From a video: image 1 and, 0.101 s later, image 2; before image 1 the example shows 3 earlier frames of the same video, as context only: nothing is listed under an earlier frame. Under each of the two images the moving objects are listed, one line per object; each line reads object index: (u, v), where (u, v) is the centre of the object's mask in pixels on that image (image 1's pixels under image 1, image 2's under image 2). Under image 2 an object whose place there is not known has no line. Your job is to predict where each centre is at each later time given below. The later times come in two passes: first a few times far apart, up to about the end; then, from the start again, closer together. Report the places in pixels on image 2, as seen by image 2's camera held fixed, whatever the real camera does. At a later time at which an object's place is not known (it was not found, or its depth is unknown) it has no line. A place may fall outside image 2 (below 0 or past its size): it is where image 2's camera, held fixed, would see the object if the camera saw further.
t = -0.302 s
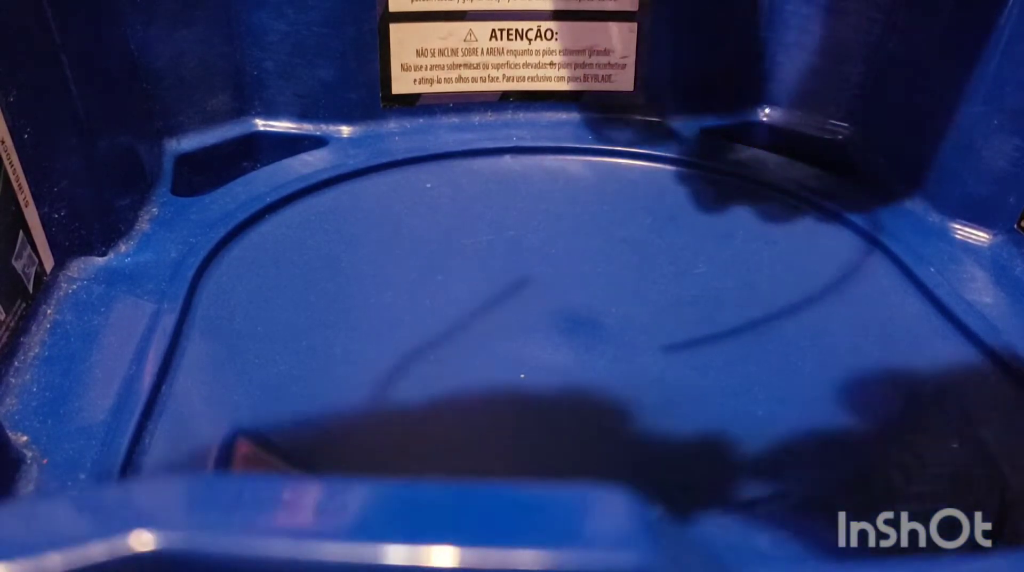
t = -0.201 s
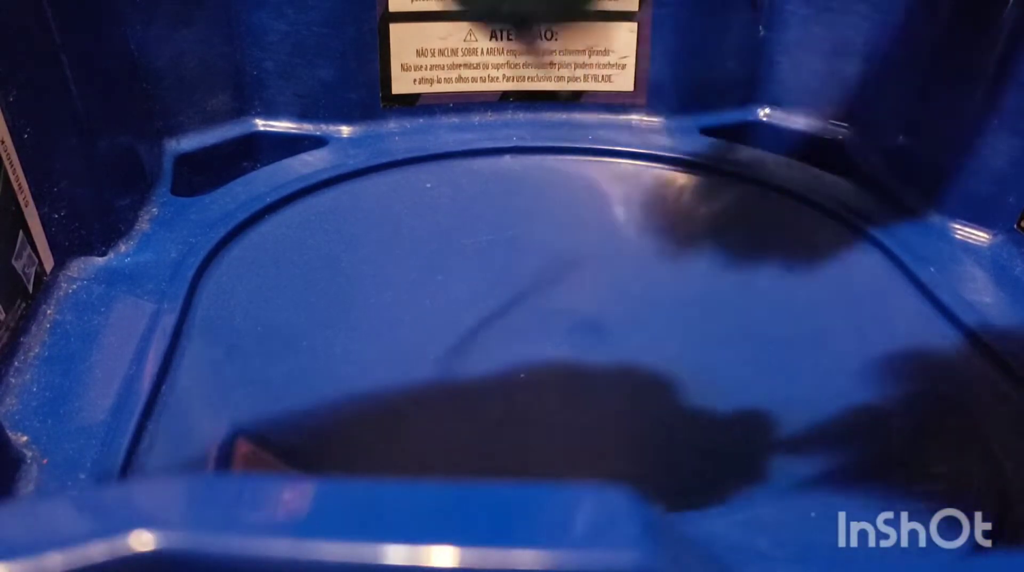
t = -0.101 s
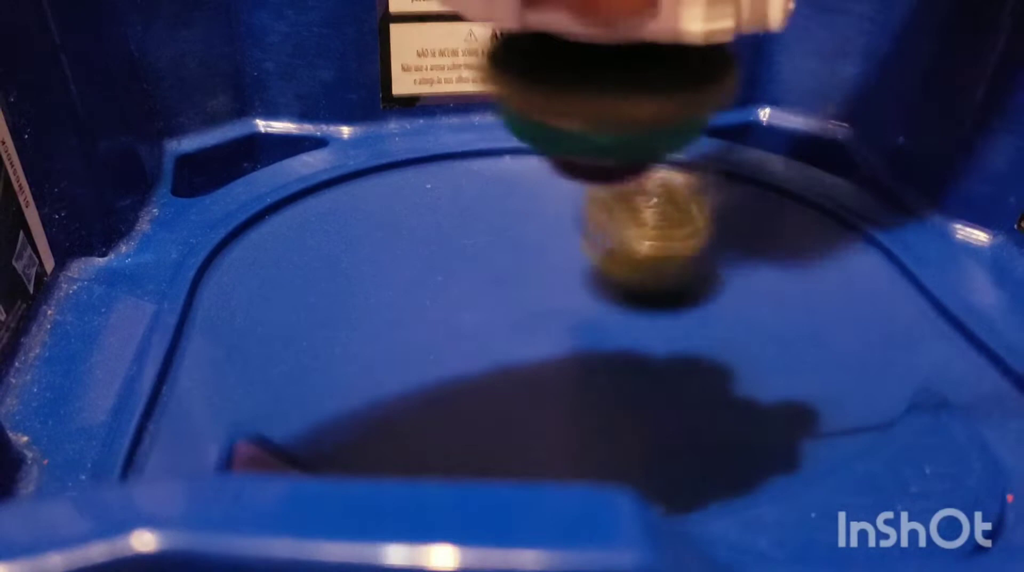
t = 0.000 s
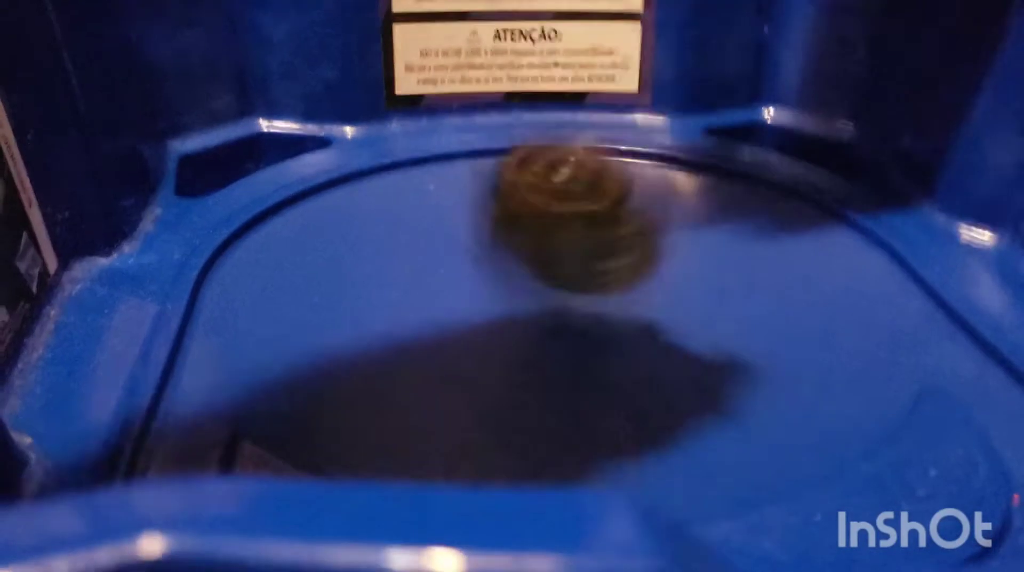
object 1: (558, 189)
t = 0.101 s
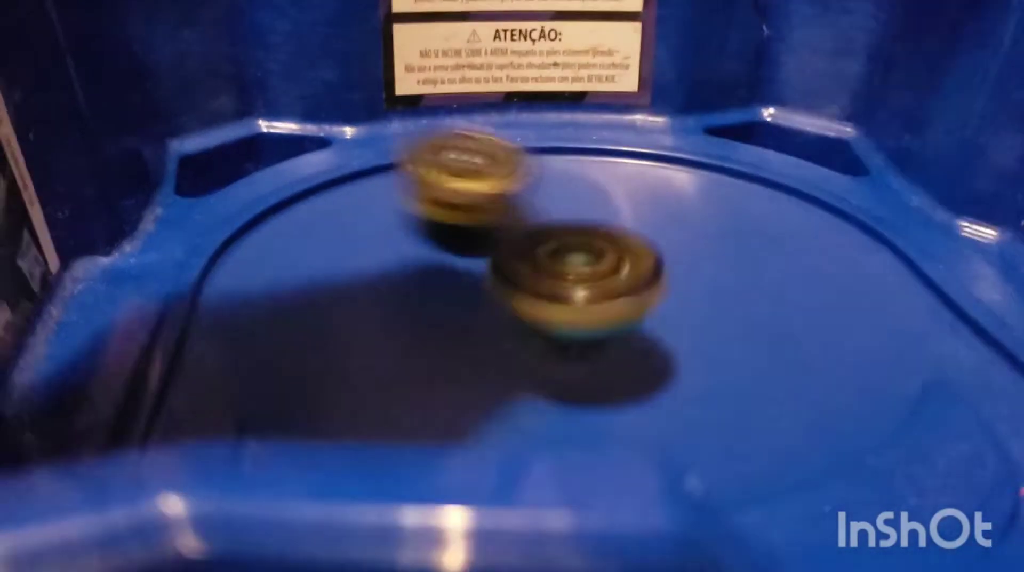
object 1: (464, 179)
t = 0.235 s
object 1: (289, 209)
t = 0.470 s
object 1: (759, 390)
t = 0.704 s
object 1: (786, 100)
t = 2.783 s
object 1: (790, 124)
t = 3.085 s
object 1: (824, 129)
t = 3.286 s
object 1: (796, 123)
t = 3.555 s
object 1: (775, 114)
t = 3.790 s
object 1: (818, 126)
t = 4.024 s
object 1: (795, 129)
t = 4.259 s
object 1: (771, 124)
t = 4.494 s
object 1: (780, 126)
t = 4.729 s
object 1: (780, 126)
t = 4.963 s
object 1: (780, 126)
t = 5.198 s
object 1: (780, 126)
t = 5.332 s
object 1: (781, 127)
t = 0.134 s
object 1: (420, 171)
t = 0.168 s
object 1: (371, 173)
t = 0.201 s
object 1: (323, 184)
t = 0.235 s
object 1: (289, 209)
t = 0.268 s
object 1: (270, 247)
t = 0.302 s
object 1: (285, 292)
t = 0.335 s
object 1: (329, 345)
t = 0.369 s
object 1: (410, 378)
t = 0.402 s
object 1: (526, 399)
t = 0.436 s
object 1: (653, 401)
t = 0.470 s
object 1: (759, 390)
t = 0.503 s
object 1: (849, 354)
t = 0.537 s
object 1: (910, 299)
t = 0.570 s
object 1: (931, 246)
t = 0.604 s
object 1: (896, 183)
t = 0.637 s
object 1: (851, 148)
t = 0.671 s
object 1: (815, 126)
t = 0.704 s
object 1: (786, 100)
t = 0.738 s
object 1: (775, 104)
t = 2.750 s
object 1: (796, 127)
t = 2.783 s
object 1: (790, 124)
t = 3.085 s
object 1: (824, 129)
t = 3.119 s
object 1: (821, 131)
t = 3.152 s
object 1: (820, 130)
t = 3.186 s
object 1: (812, 127)
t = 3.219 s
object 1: (801, 125)
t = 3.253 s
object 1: (795, 124)
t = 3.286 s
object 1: (796, 123)
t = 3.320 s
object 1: (796, 120)
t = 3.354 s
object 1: (794, 124)
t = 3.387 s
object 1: (796, 124)
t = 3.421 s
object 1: (800, 128)
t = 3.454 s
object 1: (808, 126)
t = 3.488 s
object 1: (800, 121)
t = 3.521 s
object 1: (778, 125)
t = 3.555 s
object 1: (775, 114)
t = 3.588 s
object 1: (781, 109)
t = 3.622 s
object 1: (780, 123)
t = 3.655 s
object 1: (782, 117)
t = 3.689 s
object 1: (786, 117)
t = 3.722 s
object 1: (798, 124)
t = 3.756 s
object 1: (810, 121)
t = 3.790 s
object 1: (818, 126)
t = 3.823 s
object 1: (817, 128)
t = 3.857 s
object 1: (804, 129)
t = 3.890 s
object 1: (801, 129)
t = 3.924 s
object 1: (796, 128)
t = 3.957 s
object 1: (796, 127)
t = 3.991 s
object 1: (793, 128)
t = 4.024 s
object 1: (795, 129)
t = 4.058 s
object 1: (796, 128)
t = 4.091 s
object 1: (802, 132)
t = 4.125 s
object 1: (806, 134)
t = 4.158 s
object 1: (798, 132)
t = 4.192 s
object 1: (785, 127)
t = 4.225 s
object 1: (776, 125)
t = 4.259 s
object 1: (771, 124)
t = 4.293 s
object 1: (775, 125)
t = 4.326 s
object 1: (779, 126)
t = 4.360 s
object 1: (780, 126)
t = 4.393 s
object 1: (780, 126)
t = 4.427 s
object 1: (780, 126)
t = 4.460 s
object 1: (780, 126)
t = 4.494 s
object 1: (780, 126)
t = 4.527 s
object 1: (780, 126)
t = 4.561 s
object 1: (780, 126)
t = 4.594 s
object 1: (780, 126)
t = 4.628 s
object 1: (780, 126)
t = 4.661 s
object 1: (780, 126)
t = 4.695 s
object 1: (780, 126)
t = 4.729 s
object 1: (780, 126)
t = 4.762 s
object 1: (780, 126)
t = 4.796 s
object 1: (780, 126)
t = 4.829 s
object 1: (780, 126)
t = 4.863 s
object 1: (780, 126)
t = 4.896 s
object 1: (780, 126)
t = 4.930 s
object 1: (780, 126)
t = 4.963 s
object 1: (780, 126)
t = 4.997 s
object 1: (780, 126)
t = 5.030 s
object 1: (780, 126)
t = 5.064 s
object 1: (780, 126)
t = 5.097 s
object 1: (780, 126)
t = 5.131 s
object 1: (780, 126)
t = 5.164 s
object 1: (780, 126)
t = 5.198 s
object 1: (780, 126)
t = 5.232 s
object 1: (780, 126)
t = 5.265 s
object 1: (780, 126)
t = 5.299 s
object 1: (780, 126)
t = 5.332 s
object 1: (781, 127)
